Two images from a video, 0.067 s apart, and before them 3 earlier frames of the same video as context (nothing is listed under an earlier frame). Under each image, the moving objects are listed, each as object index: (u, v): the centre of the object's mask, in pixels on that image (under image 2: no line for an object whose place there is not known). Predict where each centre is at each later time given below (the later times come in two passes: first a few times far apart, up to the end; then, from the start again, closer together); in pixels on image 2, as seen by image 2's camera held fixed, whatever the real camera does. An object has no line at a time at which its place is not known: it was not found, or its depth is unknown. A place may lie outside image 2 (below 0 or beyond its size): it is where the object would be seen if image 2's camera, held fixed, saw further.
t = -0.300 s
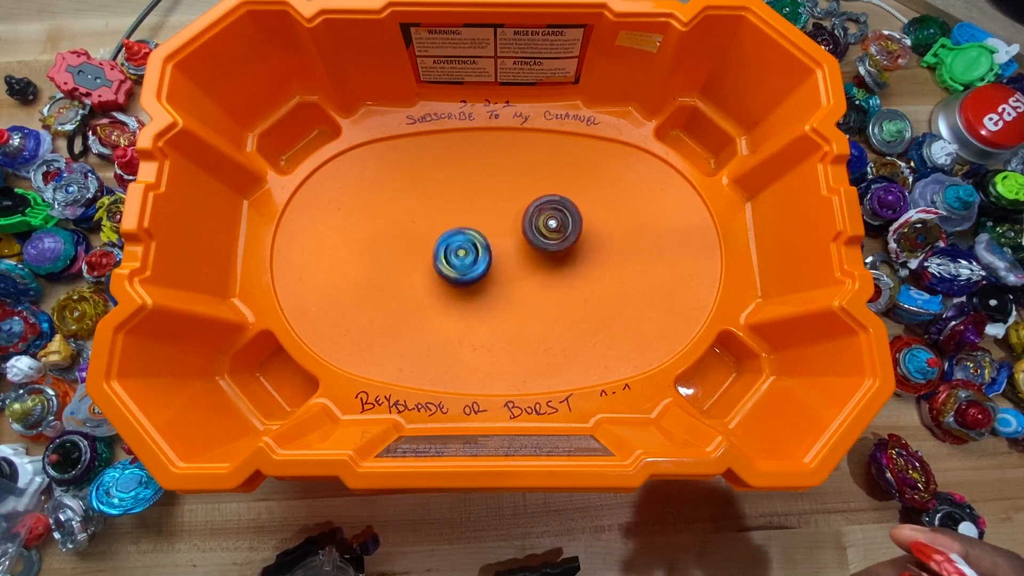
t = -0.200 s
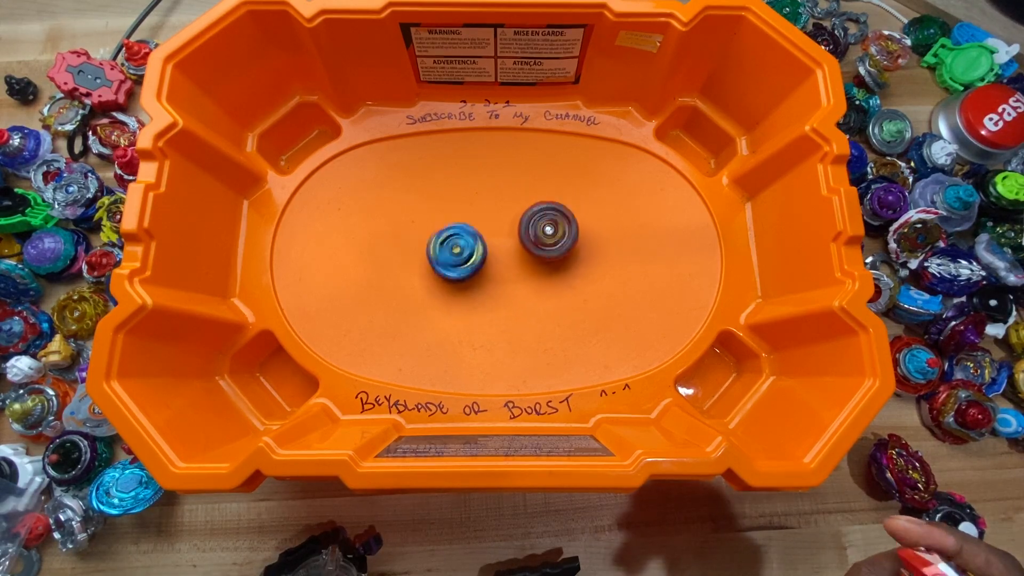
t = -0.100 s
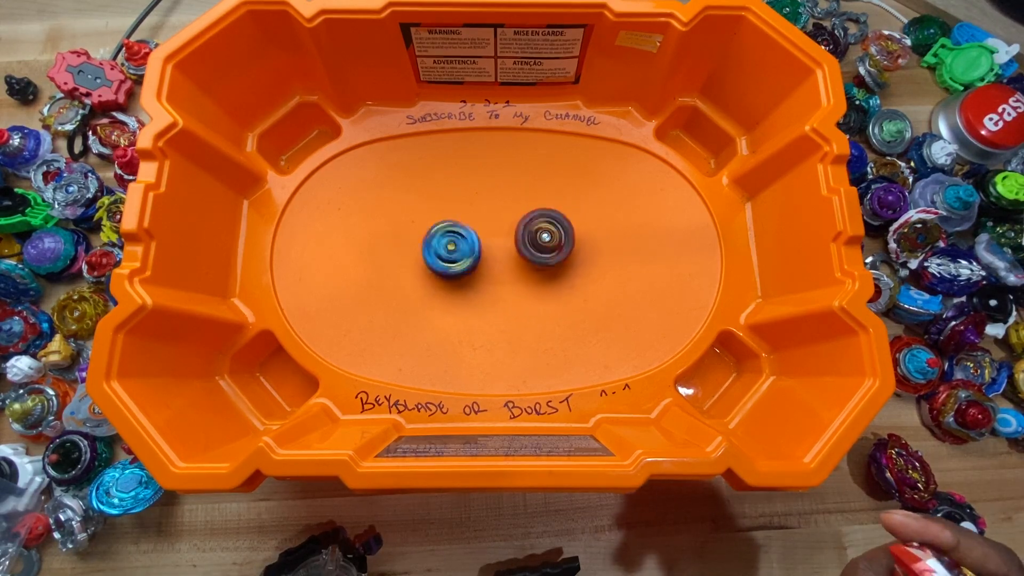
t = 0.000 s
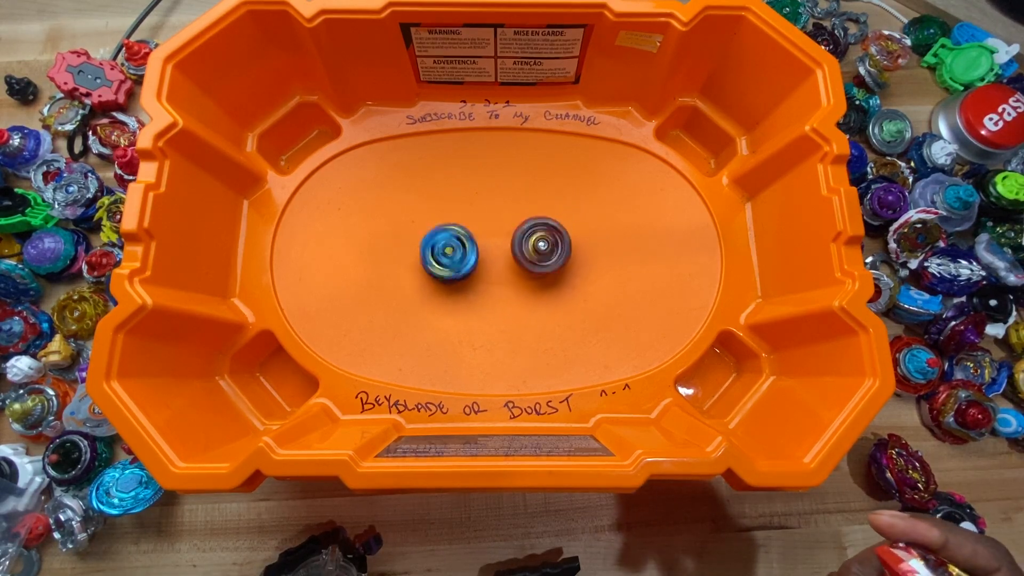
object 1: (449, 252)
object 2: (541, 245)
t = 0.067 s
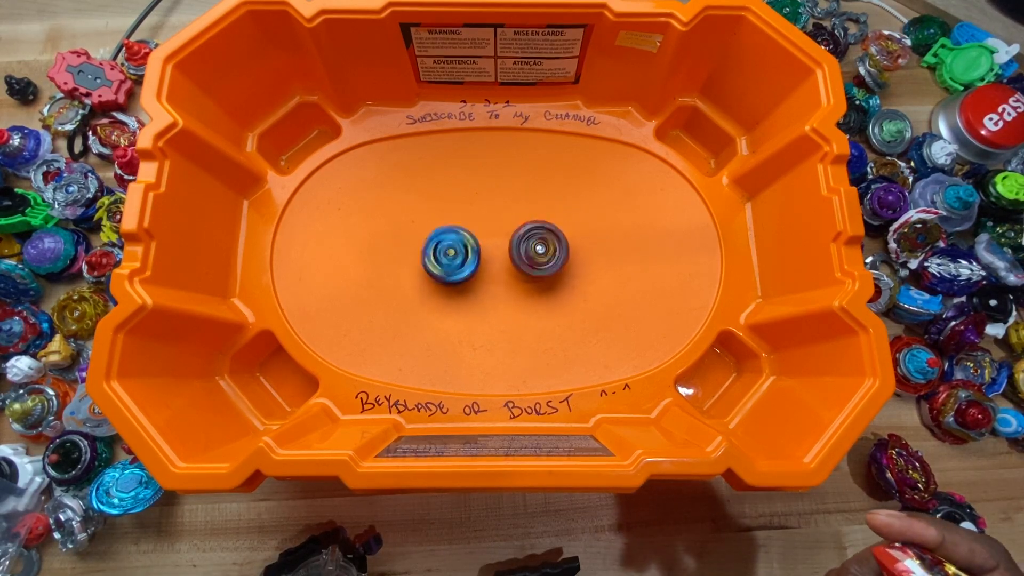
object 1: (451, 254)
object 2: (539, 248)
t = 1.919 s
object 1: (408, 253)
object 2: (561, 256)
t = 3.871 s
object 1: (469, 231)
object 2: (528, 254)
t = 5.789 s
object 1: (460, 280)
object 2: (529, 276)
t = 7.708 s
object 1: (459, 263)
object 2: (540, 230)
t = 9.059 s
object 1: (476, 269)
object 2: (544, 266)
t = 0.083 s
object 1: (451, 255)
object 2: (538, 249)
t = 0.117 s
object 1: (453, 254)
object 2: (538, 252)
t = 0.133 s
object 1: (455, 254)
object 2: (537, 253)
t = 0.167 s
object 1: (456, 252)
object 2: (538, 255)
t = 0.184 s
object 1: (457, 250)
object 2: (537, 256)
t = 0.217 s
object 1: (460, 248)
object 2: (538, 258)
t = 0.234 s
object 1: (461, 247)
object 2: (538, 260)
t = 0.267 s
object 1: (464, 245)
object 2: (538, 261)
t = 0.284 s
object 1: (465, 244)
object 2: (539, 262)
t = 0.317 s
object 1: (467, 241)
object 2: (540, 264)
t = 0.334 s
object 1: (468, 240)
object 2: (540, 264)
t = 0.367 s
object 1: (470, 237)
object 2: (541, 267)
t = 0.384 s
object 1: (472, 235)
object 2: (541, 267)
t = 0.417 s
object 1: (473, 233)
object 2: (541, 270)
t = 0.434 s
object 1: (472, 232)
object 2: (541, 270)
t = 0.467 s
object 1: (472, 231)
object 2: (541, 271)
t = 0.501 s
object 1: (471, 230)
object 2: (541, 273)
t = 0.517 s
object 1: (472, 230)
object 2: (542, 273)
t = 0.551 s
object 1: (472, 230)
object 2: (542, 275)
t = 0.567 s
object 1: (471, 230)
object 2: (542, 275)
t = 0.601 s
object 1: (472, 231)
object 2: (543, 276)
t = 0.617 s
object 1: (473, 232)
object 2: (543, 276)
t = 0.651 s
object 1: (474, 233)
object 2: (543, 276)
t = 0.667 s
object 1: (474, 233)
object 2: (544, 276)
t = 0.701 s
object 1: (477, 233)
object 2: (544, 276)
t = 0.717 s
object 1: (480, 233)
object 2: (544, 276)
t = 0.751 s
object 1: (485, 233)
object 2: (544, 277)
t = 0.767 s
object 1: (486, 232)
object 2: (545, 276)
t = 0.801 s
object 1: (490, 232)
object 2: (545, 275)
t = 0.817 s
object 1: (492, 232)
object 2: (545, 275)
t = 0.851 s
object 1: (497, 231)
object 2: (545, 274)
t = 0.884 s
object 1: (501, 230)
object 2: (545, 273)
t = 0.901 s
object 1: (503, 229)
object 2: (544, 273)
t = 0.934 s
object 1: (503, 227)
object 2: (545, 272)
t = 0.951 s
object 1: (503, 226)
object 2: (545, 271)
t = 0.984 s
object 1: (503, 225)
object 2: (544, 271)
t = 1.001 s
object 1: (503, 224)
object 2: (544, 270)
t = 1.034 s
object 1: (502, 223)
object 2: (543, 267)
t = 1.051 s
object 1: (503, 223)
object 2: (543, 268)
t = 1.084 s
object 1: (501, 221)
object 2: (543, 267)
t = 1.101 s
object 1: (499, 221)
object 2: (544, 267)
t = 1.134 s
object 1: (495, 219)
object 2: (544, 265)
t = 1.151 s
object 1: (494, 218)
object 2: (544, 266)
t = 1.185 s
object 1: (491, 217)
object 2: (542, 265)
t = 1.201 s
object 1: (489, 218)
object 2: (542, 265)
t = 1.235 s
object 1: (486, 218)
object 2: (541, 264)
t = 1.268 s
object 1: (482, 220)
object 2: (540, 263)
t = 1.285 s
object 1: (481, 221)
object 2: (539, 263)
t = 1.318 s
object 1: (479, 223)
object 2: (538, 261)
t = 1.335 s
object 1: (478, 225)
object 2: (538, 261)
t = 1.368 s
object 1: (477, 228)
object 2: (538, 259)
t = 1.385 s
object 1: (476, 230)
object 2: (537, 259)
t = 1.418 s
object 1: (476, 233)
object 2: (537, 256)
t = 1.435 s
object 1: (477, 235)
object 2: (536, 256)
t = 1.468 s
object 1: (478, 236)
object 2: (537, 255)
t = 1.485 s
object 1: (472, 236)
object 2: (542, 255)
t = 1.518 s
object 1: (466, 236)
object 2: (552, 256)
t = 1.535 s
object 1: (462, 236)
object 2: (556, 256)
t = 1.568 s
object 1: (457, 236)
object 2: (562, 256)
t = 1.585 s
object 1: (454, 237)
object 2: (563, 256)
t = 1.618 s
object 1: (447, 237)
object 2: (565, 256)
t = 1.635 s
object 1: (443, 237)
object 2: (566, 256)
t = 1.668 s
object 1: (438, 238)
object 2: (566, 256)
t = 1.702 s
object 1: (431, 238)
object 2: (566, 256)
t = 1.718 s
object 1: (429, 239)
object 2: (566, 256)
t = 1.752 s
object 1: (422, 240)
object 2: (565, 256)
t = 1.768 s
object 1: (420, 241)
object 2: (565, 257)
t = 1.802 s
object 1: (416, 243)
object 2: (564, 256)
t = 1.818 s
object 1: (413, 244)
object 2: (564, 257)
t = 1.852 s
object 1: (410, 247)
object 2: (563, 256)
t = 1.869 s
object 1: (409, 248)
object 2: (563, 256)
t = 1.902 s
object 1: (408, 251)
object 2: (561, 255)
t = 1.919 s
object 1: (408, 253)
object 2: (561, 256)
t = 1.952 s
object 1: (409, 256)
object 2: (559, 255)
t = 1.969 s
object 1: (410, 257)
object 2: (558, 255)
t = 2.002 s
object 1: (414, 259)
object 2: (556, 254)
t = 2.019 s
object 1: (416, 261)
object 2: (556, 255)
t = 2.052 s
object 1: (420, 262)
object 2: (553, 255)
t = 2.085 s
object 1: (427, 263)
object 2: (551, 254)
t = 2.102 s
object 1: (429, 264)
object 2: (549, 254)
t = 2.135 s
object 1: (434, 264)
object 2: (547, 254)
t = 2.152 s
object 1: (438, 264)
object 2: (546, 254)
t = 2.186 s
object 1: (444, 265)
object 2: (543, 255)
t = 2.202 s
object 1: (446, 265)
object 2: (542, 255)
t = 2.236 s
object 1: (453, 263)
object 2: (540, 254)
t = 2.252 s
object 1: (457, 264)
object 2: (539, 253)
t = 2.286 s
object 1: (461, 264)
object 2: (537, 254)
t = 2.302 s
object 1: (464, 262)
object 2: (535, 253)
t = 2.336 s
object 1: (470, 261)
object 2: (533, 253)
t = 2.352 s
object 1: (471, 261)
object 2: (534, 253)
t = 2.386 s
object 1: (469, 261)
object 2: (539, 251)
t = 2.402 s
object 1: (470, 262)
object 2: (541, 250)
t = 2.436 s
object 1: (470, 263)
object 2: (543, 249)
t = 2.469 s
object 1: (469, 264)
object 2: (544, 249)
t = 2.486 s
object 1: (468, 265)
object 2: (544, 249)
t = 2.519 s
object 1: (468, 266)
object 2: (544, 250)
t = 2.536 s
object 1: (467, 267)
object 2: (544, 250)
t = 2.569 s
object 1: (467, 268)
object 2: (544, 250)
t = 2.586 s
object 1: (468, 268)
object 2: (545, 251)
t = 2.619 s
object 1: (467, 270)
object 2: (544, 251)
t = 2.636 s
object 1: (467, 271)
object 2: (545, 253)
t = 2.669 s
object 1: (468, 272)
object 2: (545, 252)
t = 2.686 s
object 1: (468, 273)
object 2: (545, 254)
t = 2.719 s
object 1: (469, 274)
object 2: (545, 253)
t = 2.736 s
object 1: (471, 274)
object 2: (545, 255)
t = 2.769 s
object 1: (473, 276)
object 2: (545, 255)
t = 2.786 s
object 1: (475, 276)
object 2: (545, 256)
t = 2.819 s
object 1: (479, 277)
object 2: (545, 256)
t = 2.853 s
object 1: (481, 276)
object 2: (544, 256)
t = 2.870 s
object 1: (481, 276)
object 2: (544, 257)
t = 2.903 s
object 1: (483, 275)
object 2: (543, 256)
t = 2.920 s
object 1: (483, 275)
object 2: (543, 257)
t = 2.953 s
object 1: (482, 275)
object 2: (544, 257)
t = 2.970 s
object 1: (479, 275)
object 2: (547, 254)
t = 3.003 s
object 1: (477, 275)
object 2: (551, 253)
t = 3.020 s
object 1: (476, 275)
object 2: (551, 251)
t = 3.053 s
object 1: (473, 277)
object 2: (552, 251)
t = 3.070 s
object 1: (472, 276)
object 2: (552, 250)
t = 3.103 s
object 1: (471, 276)
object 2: (553, 250)
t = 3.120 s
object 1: (470, 277)
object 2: (553, 249)
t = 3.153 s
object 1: (467, 275)
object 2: (553, 249)
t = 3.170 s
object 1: (466, 275)
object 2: (553, 249)
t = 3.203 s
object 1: (465, 275)
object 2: (552, 248)
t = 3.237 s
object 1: (464, 273)
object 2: (552, 248)
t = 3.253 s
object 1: (463, 272)
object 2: (551, 248)
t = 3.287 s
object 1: (463, 271)
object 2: (551, 247)
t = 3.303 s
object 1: (462, 270)
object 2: (550, 247)
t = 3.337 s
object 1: (462, 267)
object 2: (549, 247)
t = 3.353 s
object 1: (462, 266)
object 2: (549, 247)
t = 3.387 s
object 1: (460, 264)
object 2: (547, 247)
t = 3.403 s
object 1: (460, 262)
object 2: (547, 247)
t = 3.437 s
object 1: (460, 258)
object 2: (545, 247)
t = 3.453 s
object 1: (460, 257)
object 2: (544, 247)
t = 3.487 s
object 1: (459, 254)
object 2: (543, 247)
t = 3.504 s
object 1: (459, 252)
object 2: (542, 247)
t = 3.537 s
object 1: (461, 248)
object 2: (540, 248)
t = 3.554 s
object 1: (460, 247)
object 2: (539, 248)
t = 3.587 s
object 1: (461, 243)
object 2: (537, 247)
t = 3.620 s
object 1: (463, 240)
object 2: (535, 248)
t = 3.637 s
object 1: (463, 240)
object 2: (534, 247)
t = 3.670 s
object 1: (463, 237)
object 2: (533, 248)
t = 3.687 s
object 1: (463, 236)
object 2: (532, 249)
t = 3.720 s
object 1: (465, 236)
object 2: (530, 249)
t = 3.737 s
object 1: (464, 235)
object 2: (530, 250)
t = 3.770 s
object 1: (467, 233)
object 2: (528, 251)
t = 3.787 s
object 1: (468, 233)
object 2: (528, 251)
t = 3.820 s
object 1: (469, 233)
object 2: (527, 253)
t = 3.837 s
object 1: (470, 232)
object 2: (527, 253)
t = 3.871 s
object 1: (469, 231)
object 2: (528, 254)
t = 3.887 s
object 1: (469, 231)
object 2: (528, 255)
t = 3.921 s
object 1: (466, 230)
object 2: (530, 256)
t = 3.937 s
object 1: (466, 230)
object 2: (531, 257)
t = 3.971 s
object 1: (463, 230)
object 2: (531, 257)
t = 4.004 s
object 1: (462, 230)
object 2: (532, 258)
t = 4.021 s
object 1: (462, 231)
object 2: (533, 258)
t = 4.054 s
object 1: (461, 231)
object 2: (534, 260)
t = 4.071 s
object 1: (461, 232)
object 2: (535, 260)
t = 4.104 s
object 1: (461, 233)
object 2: (536, 261)
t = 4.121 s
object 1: (462, 235)
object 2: (537, 261)
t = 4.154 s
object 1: (462, 236)
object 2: (539, 262)
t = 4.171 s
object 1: (462, 237)
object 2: (540, 262)
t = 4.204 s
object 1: (464, 240)
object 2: (540, 262)
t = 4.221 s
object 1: (464, 240)
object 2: (541, 262)
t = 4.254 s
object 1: (468, 241)
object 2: (542, 263)
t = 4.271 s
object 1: (469, 241)
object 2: (542, 262)
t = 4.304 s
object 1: (472, 242)
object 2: (542, 262)
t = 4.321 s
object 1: (474, 242)
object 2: (542, 262)
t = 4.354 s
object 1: (477, 243)
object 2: (542, 262)
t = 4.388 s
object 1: (480, 242)
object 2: (542, 262)
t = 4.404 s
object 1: (482, 243)
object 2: (542, 261)
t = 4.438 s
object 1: (484, 243)
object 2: (542, 260)
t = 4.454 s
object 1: (484, 243)
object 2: (542, 261)
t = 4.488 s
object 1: (485, 243)
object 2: (543, 260)
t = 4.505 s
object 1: (478, 240)
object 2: (548, 260)
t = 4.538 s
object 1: (471, 236)
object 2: (557, 261)
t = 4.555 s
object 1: (467, 235)
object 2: (560, 261)
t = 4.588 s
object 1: (461, 233)
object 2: (564, 260)
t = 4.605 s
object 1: (459, 232)
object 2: (565, 259)
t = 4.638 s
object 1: (454, 233)
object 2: (566, 259)
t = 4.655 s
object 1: (452, 233)
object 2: (566, 257)
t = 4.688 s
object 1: (450, 233)
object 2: (566, 256)
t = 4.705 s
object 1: (448, 234)
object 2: (566, 256)
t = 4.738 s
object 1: (446, 235)
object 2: (566, 255)
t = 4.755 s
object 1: (444, 236)
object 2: (565, 254)
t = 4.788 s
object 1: (438, 237)
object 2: (564, 253)
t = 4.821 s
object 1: (435, 236)
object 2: (563, 252)
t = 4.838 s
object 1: (434, 237)
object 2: (563, 251)
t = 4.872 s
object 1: (432, 239)
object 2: (561, 251)
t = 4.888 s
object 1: (431, 239)
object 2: (560, 250)
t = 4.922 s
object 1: (430, 239)
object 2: (557, 249)
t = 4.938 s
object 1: (430, 240)
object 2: (556, 249)
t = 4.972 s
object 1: (430, 242)
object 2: (554, 248)
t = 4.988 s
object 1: (429, 242)
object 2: (552, 248)
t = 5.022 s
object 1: (429, 243)
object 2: (549, 248)
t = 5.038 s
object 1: (430, 243)
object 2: (548, 248)
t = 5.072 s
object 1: (432, 245)
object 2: (544, 248)
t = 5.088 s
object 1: (432, 246)
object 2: (542, 249)
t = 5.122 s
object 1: (433, 247)
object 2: (538, 249)
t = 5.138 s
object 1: (433, 247)
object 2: (536, 249)
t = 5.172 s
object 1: (437, 248)
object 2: (532, 250)
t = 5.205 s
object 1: (440, 253)
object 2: (528, 251)
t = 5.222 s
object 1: (440, 254)
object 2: (527, 251)
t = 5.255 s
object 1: (440, 255)
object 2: (523, 253)
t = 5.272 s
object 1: (442, 254)
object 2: (521, 254)
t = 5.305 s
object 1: (447, 257)
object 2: (519, 255)
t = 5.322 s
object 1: (449, 259)
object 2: (517, 258)
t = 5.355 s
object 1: (453, 262)
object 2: (516, 260)
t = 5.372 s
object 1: (452, 264)
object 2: (516, 261)
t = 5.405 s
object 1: (451, 265)
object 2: (517, 262)
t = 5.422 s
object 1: (451, 266)
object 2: (518, 263)
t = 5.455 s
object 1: (453, 267)
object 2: (518, 266)
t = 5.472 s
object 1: (454, 268)
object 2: (518, 266)
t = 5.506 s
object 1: (453, 272)
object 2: (519, 269)
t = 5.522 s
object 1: (453, 273)
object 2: (520, 270)
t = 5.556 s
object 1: (453, 274)
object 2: (521, 272)
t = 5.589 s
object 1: (455, 274)
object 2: (522, 274)
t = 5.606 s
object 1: (455, 275)
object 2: (523, 273)
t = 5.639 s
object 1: (456, 278)
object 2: (524, 275)
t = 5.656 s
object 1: (455, 278)
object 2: (525, 276)
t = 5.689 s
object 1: (456, 278)
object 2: (526, 276)
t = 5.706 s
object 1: (458, 278)
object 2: (526, 275)
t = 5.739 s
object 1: (459, 279)
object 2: (527, 275)
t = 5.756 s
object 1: (460, 280)
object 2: (528, 276)
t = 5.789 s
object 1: (460, 280)
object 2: (529, 276)
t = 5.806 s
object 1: (461, 279)
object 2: (529, 274)
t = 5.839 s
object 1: (464, 278)
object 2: (530, 273)
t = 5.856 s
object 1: (465, 278)
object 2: (530, 274)
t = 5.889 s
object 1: (467, 280)
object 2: (531, 272)
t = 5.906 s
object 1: (467, 281)
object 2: (531, 270)
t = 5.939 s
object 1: (467, 280)
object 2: (531, 269)
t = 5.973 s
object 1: (470, 278)
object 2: (531, 267)
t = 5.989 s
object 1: (471, 278)
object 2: (531, 267)
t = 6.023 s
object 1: (471, 279)
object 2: (533, 264)
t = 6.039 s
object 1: (471, 279)
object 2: (534, 262)
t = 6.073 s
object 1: (472, 279)
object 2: (534, 258)
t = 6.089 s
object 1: (471, 278)
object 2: (534, 257)
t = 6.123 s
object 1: (472, 277)
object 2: (533, 255)
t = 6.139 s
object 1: (472, 277)
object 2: (532, 253)
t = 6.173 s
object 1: (473, 275)
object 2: (531, 250)
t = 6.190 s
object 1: (474, 275)
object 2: (530, 249)
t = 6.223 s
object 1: (471, 273)
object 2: (529, 246)
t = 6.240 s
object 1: (471, 272)
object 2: (528, 244)
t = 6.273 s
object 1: (468, 271)
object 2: (526, 242)
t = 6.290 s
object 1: (467, 270)
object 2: (526, 241)
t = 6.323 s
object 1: (466, 269)
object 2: (523, 240)
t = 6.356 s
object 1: (463, 268)
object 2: (521, 239)
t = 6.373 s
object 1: (462, 268)
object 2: (519, 238)
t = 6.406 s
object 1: (460, 268)
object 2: (517, 238)
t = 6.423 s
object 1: (460, 268)
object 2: (516, 237)
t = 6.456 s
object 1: (460, 268)
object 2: (514, 236)
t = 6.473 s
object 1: (459, 269)
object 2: (513, 236)
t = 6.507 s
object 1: (460, 269)
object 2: (511, 234)
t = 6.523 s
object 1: (457, 271)
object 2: (512, 232)
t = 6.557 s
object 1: (455, 272)
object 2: (513, 229)
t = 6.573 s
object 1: (454, 272)
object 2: (513, 228)
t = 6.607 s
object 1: (454, 271)
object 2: (513, 227)
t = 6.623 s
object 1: (455, 271)
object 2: (513, 227)
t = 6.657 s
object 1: (456, 272)
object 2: (513, 227)
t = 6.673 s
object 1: (456, 273)
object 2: (513, 227)
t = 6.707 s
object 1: (454, 272)
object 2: (514, 227)
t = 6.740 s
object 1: (453, 271)
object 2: (514, 226)
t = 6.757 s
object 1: (454, 269)
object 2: (513, 227)
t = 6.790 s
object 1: (456, 268)
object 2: (514, 227)
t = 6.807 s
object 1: (456, 267)
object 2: (514, 227)
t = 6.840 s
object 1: (457, 265)
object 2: (514, 228)
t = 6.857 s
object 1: (458, 264)
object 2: (514, 228)
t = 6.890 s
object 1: (459, 262)
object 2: (514, 228)
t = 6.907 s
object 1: (460, 261)
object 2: (514, 229)
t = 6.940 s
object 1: (461, 259)
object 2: (515, 229)
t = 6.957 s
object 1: (461, 258)
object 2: (515, 229)
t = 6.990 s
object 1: (459, 260)
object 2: (521, 225)
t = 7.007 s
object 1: (458, 260)
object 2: (524, 224)
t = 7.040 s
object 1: (457, 259)
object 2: (527, 223)
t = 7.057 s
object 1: (457, 258)
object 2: (528, 223)
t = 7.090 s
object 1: (458, 256)
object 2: (530, 222)
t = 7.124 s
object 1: (461, 256)
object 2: (532, 222)
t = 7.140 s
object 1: (461, 257)
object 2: (533, 222)
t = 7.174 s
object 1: (461, 258)
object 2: (534, 220)
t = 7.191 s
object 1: (461, 259)
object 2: (535, 221)
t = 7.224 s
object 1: (459, 258)
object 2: (536, 221)
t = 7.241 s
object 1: (460, 258)
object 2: (537, 221)
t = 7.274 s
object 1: (460, 257)
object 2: (537, 220)
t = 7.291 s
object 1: (461, 256)
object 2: (537, 219)
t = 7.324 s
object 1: (464, 257)
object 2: (538, 220)
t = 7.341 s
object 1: (464, 259)
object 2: (539, 219)
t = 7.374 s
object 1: (462, 261)
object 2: (538, 219)
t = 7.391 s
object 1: (461, 261)
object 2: (538, 220)
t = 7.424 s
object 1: (460, 260)
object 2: (539, 220)
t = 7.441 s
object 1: (460, 259)
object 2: (539, 221)
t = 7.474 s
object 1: (462, 260)
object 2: (539, 221)
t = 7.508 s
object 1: (462, 260)
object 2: (539, 221)
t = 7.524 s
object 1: (462, 261)
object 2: (539, 222)
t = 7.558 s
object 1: (461, 261)
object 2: (539, 224)
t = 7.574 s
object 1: (460, 262)
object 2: (539, 224)
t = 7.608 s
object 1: (460, 262)
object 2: (540, 226)
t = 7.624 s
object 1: (460, 262)
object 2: (540, 226)
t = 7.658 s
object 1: (459, 263)
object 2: (540, 227)
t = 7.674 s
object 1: (459, 262)
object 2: (541, 227)
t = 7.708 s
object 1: (459, 263)
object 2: (540, 230)
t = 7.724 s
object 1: (459, 263)
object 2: (541, 231)
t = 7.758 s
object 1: (458, 264)
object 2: (543, 232)
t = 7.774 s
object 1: (458, 264)
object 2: (543, 232)
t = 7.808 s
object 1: (458, 265)
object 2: (544, 236)
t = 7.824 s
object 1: (459, 265)
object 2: (544, 236)
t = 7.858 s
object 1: (460, 266)
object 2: (545, 238)
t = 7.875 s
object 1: (460, 267)
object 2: (547, 239)
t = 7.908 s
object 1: (459, 268)
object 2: (548, 240)
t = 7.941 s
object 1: (459, 268)
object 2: (549, 241)
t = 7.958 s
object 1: (459, 267)
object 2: (550, 242)
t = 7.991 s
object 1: (461, 266)
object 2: (552, 242)
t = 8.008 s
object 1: (462, 267)
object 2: (552, 243)
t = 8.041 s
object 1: (463, 268)
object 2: (553, 244)
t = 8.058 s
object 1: (463, 269)
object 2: (553, 244)
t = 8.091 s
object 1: (462, 270)
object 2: (554, 244)
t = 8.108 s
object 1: (461, 270)
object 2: (554, 244)
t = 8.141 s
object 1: (461, 269)
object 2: (555, 245)
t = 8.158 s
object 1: (461, 269)
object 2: (555, 246)
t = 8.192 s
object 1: (461, 268)
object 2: (555, 246)
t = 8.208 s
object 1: (461, 267)
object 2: (555, 246)
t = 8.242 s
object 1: (464, 267)
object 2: (556, 246)
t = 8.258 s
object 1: (465, 267)
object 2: (556, 246)
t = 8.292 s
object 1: (466, 269)
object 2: (555, 247)
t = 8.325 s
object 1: (466, 270)
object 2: (555, 247)
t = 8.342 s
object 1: (466, 271)
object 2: (555, 248)
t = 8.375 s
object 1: (464, 271)
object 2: (554, 248)
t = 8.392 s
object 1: (464, 271)
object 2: (554, 248)
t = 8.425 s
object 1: (464, 269)
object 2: (553, 249)
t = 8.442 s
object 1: (464, 268)
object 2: (553, 249)
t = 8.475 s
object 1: (466, 266)
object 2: (552, 251)
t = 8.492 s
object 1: (467, 266)
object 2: (552, 251)
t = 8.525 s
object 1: (469, 268)
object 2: (551, 252)
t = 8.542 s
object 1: (469, 269)
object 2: (551, 253)
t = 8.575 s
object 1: (469, 271)
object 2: (550, 254)
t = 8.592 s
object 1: (468, 271)
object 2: (549, 255)
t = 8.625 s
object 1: (467, 270)
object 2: (549, 257)
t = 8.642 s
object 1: (468, 269)
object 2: (548, 257)
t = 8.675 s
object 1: (469, 268)
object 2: (548, 258)
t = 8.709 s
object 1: (471, 267)
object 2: (547, 260)
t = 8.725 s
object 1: (472, 267)
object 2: (547, 260)
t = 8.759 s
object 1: (474, 268)
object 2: (547, 261)
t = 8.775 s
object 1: (475, 269)
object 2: (546, 261)
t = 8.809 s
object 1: (475, 273)
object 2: (547, 263)
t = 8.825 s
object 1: (474, 273)
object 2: (546, 263)
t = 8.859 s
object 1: (472, 273)
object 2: (546, 264)
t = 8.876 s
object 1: (472, 272)
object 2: (545, 264)
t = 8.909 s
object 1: (472, 271)
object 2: (546, 264)
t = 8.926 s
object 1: (472, 270)
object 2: (546, 265)
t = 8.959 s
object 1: (472, 269)
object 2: (545, 266)
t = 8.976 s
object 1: (472, 269)
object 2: (545, 266)
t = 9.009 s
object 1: (473, 268)
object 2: (545, 266)
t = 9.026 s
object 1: (474, 268)
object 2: (545, 265)
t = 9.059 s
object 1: (476, 269)
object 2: (544, 266)
